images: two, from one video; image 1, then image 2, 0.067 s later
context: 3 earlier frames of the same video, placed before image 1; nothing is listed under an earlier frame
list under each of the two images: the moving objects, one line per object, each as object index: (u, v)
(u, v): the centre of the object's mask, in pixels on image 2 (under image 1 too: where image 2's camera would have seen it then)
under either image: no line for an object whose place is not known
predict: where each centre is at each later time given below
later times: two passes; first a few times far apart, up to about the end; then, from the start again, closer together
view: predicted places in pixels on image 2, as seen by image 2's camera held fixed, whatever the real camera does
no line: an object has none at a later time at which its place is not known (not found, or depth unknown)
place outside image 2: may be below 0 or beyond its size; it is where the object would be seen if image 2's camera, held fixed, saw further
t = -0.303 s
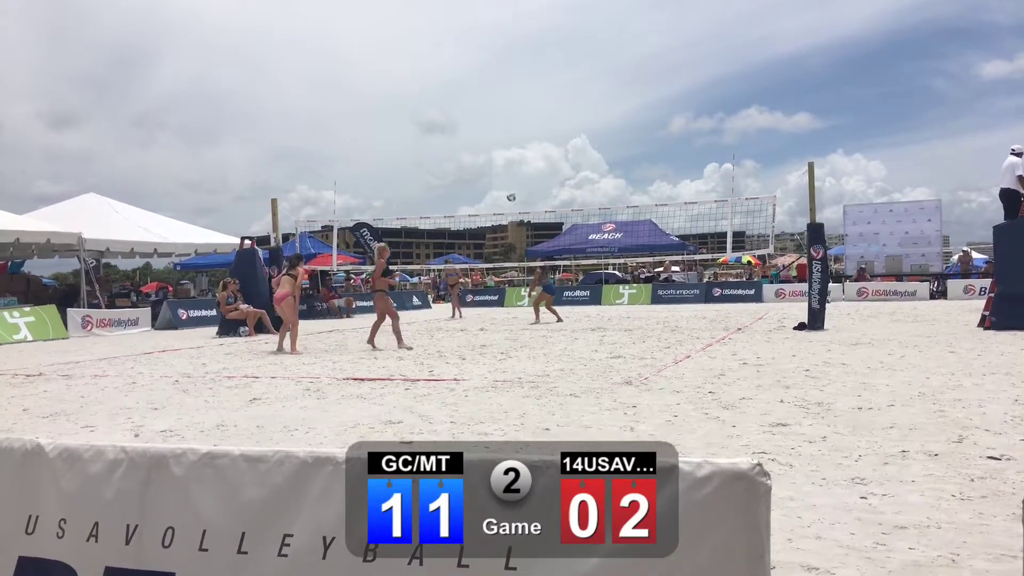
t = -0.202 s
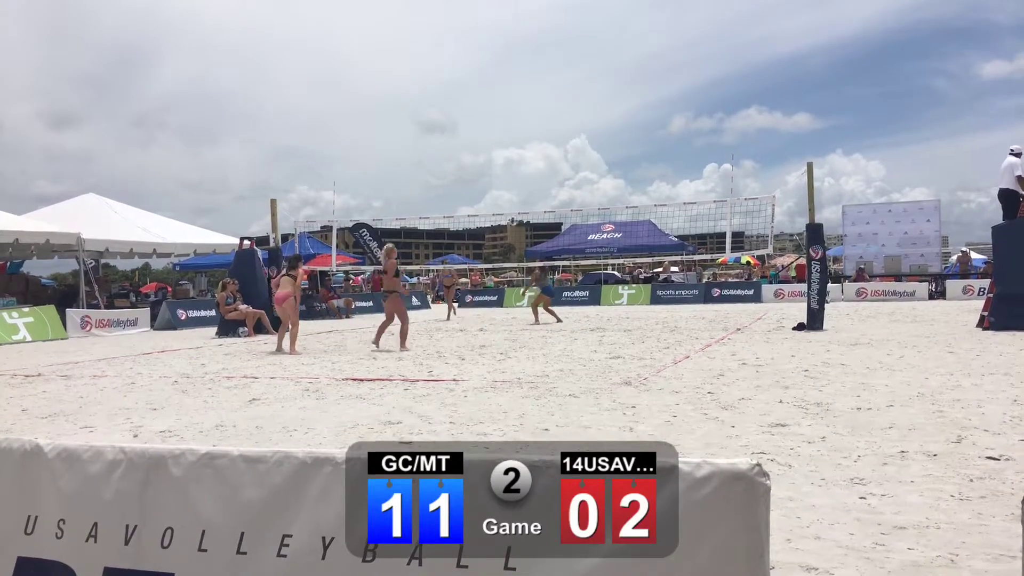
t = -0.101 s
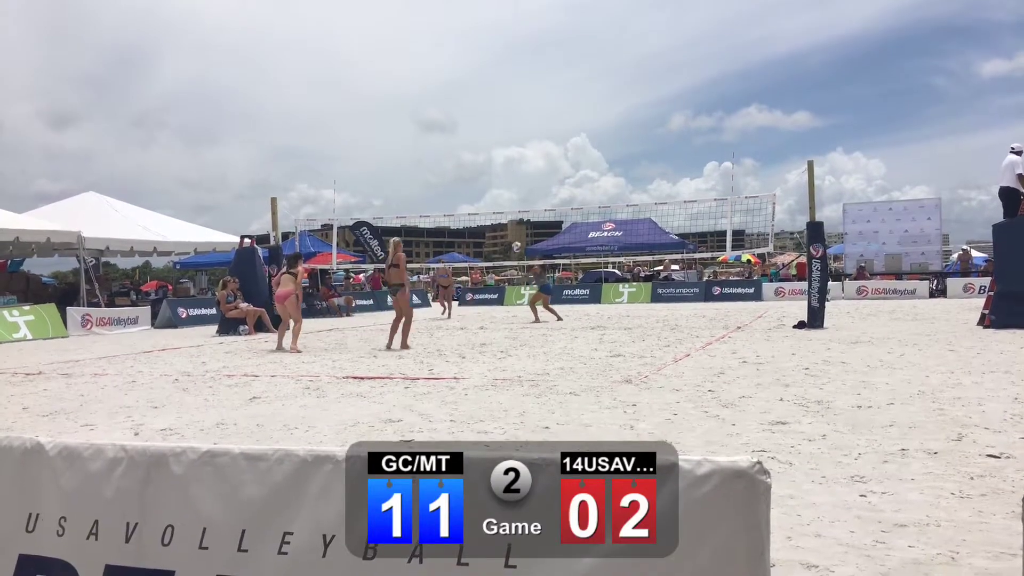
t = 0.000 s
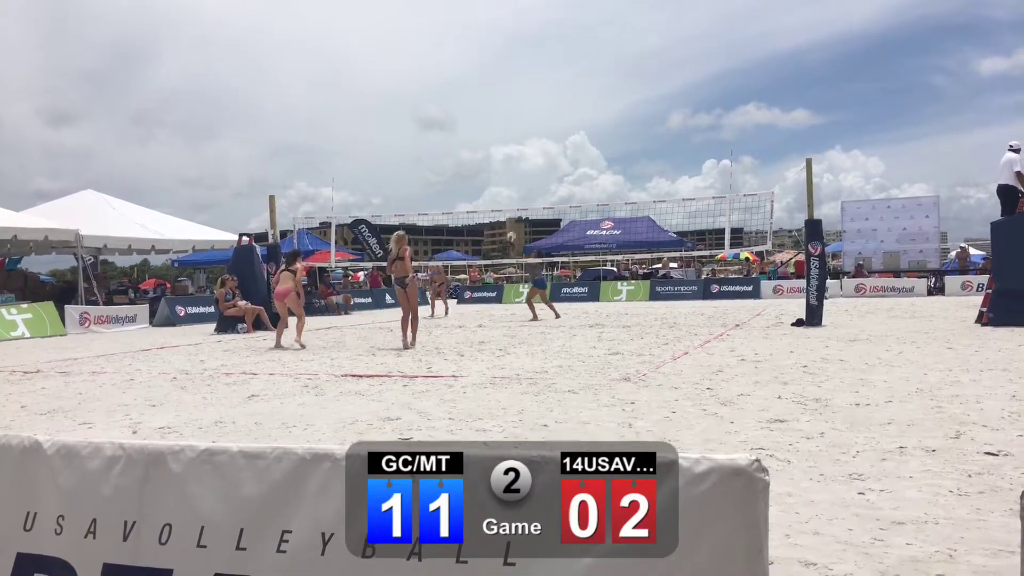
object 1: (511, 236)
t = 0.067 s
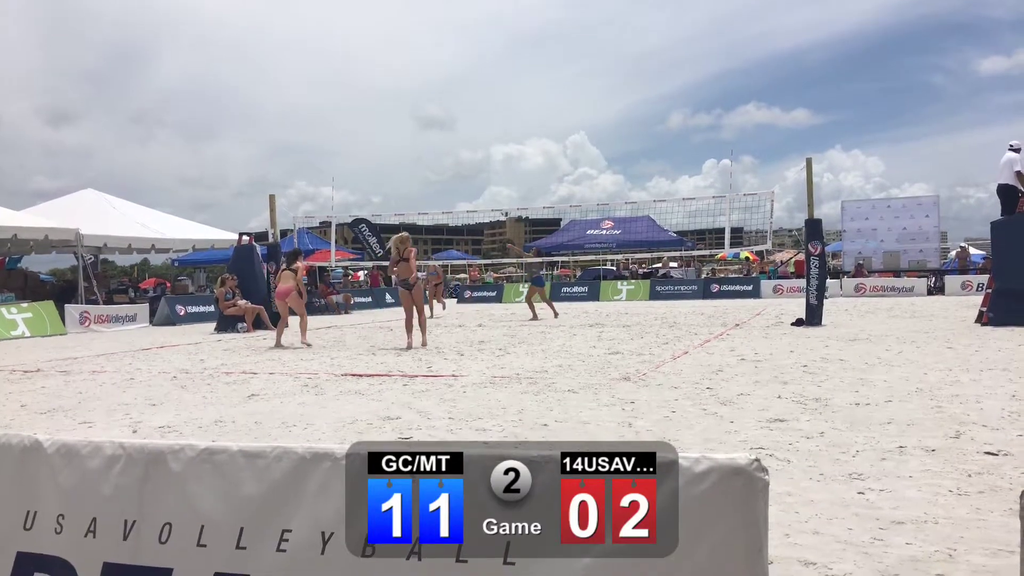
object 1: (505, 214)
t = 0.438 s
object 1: (473, 113)
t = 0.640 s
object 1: (456, 84)
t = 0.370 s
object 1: (479, 127)
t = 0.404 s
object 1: (476, 120)
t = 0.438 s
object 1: (473, 113)
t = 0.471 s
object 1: (470, 107)
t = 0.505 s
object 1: (467, 101)
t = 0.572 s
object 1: (461, 91)
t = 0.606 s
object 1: (458, 87)
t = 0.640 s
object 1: (456, 84)
